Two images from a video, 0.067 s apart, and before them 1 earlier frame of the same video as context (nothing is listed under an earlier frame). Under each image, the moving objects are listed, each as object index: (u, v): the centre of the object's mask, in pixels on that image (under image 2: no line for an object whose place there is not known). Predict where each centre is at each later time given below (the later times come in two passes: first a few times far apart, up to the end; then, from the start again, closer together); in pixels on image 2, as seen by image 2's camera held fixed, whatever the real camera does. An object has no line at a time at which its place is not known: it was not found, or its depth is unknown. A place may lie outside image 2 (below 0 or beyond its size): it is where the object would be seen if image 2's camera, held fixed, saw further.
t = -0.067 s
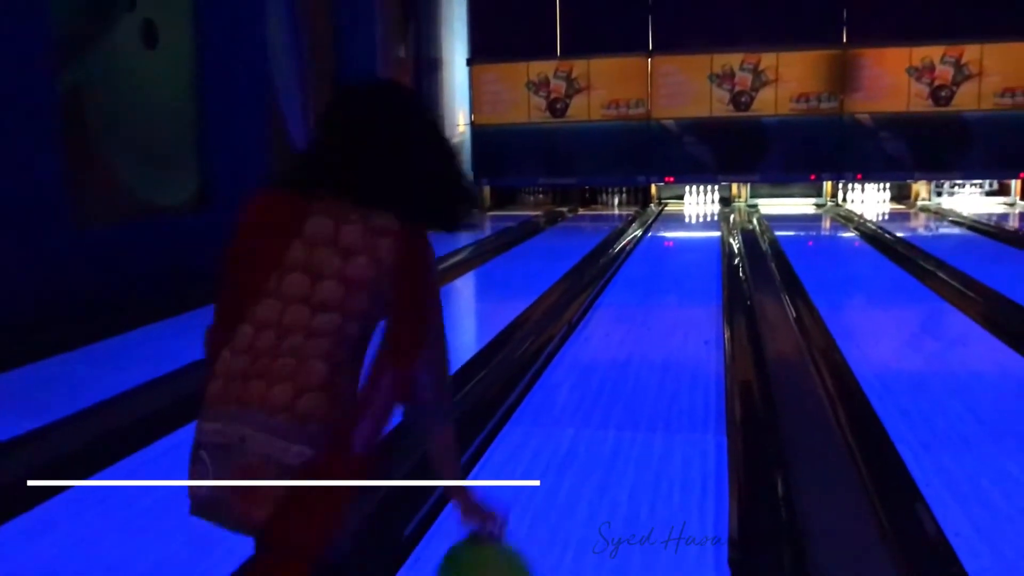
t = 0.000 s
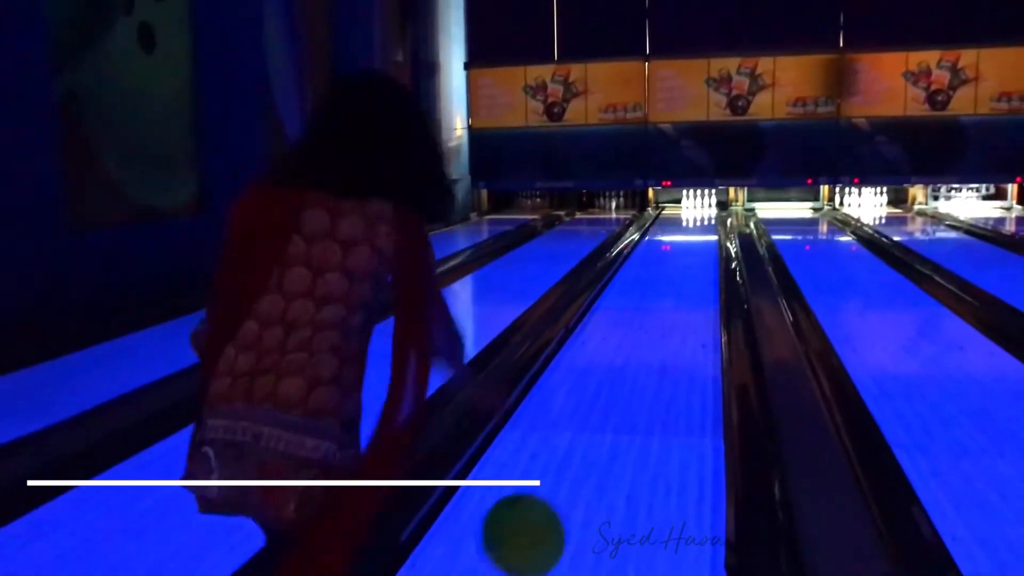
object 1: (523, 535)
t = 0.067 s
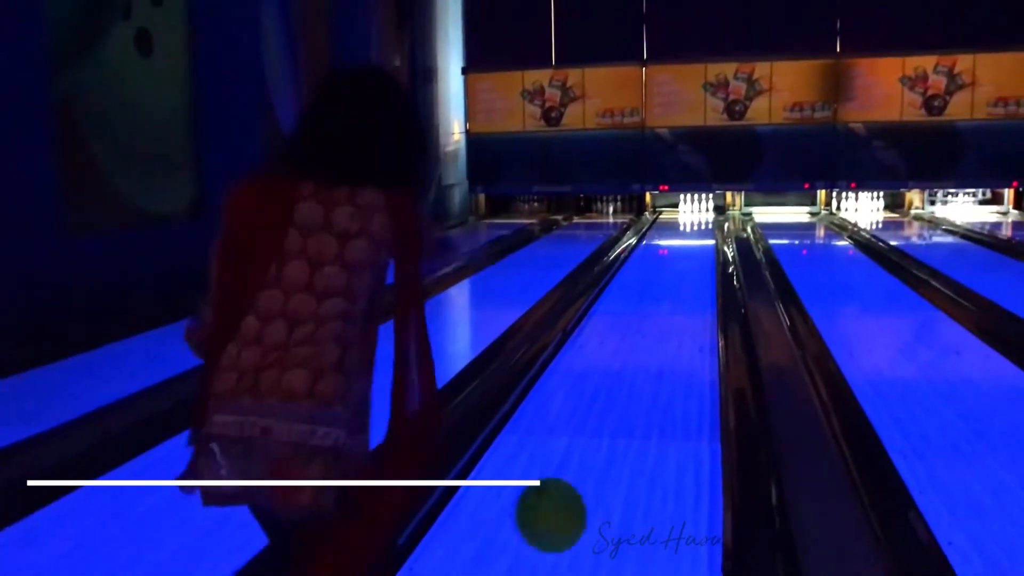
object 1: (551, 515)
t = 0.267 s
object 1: (607, 448)
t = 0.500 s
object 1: (641, 386)
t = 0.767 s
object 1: (662, 335)
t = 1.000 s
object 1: (673, 306)
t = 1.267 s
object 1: (681, 283)
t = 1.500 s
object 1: (685, 267)
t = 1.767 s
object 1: (689, 254)
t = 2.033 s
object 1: (691, 243)
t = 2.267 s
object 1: (693, 235)
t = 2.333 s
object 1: (693, 234)
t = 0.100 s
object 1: (563, 510)
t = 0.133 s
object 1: (575, 509)
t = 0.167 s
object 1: (584, 510)
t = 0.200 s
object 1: (593, 494)
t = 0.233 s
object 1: (600, 467)
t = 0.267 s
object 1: (607, 448)
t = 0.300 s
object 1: (613, 433)
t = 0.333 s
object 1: (619, 421)
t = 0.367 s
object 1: (624, 414)
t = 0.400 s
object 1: (629, 408)
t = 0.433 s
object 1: (633, 405)
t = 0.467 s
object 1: (637, 395)
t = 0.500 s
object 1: (641, 386)
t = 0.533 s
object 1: (644, 379)
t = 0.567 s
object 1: (648, 372)
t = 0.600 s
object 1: (651, 365)
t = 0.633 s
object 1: (653, 358)
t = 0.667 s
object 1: (656, 352)
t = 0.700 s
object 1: (658, 346)
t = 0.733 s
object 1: (660, 340)
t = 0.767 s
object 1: (662, 335)
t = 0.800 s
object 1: (664, 331)
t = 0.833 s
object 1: (666, 326)
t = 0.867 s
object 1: (667, 322)
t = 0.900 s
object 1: (669, 317)
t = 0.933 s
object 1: (670, 314)
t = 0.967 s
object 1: (671, 310)
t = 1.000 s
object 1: (673, 306)
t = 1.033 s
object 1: (674, 303)
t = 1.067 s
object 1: (675, 299)
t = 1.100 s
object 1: (676, 296)
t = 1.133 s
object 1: (677, 293)
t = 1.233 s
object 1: (680, 285)
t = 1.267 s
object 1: (681, 283)
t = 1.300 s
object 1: (681, 280)
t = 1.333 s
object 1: (682, 278)
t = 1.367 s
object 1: (683, 276)
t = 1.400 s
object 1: (684, 273)
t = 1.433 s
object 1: (684, 271)
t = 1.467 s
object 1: (685, 269)
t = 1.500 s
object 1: (685, 267)
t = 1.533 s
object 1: (686, 265)
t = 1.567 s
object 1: (686, 263)
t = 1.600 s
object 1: (687, 262)
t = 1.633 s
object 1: (687, 260)
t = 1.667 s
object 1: (688, 258)
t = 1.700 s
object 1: (688, 257)
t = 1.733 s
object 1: (688, 255)
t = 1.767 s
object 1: (689, 254)
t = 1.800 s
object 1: (689, 253)
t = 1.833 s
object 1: (690, 251)
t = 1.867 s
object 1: (690, 250)
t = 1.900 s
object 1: (690, 248)
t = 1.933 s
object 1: (690, 247)
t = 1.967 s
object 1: (691, 245)
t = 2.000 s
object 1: (691, 244)
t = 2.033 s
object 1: (691, 243)
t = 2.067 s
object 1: (692, 242)
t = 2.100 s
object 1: (692, 240)
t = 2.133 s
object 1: (692, 240)
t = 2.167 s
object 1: (692, 239)
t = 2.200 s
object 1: (693, 237)
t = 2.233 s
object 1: (693, 236)
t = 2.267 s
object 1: (693, 235)
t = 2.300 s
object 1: (693, 234)
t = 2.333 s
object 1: (693, 234)
